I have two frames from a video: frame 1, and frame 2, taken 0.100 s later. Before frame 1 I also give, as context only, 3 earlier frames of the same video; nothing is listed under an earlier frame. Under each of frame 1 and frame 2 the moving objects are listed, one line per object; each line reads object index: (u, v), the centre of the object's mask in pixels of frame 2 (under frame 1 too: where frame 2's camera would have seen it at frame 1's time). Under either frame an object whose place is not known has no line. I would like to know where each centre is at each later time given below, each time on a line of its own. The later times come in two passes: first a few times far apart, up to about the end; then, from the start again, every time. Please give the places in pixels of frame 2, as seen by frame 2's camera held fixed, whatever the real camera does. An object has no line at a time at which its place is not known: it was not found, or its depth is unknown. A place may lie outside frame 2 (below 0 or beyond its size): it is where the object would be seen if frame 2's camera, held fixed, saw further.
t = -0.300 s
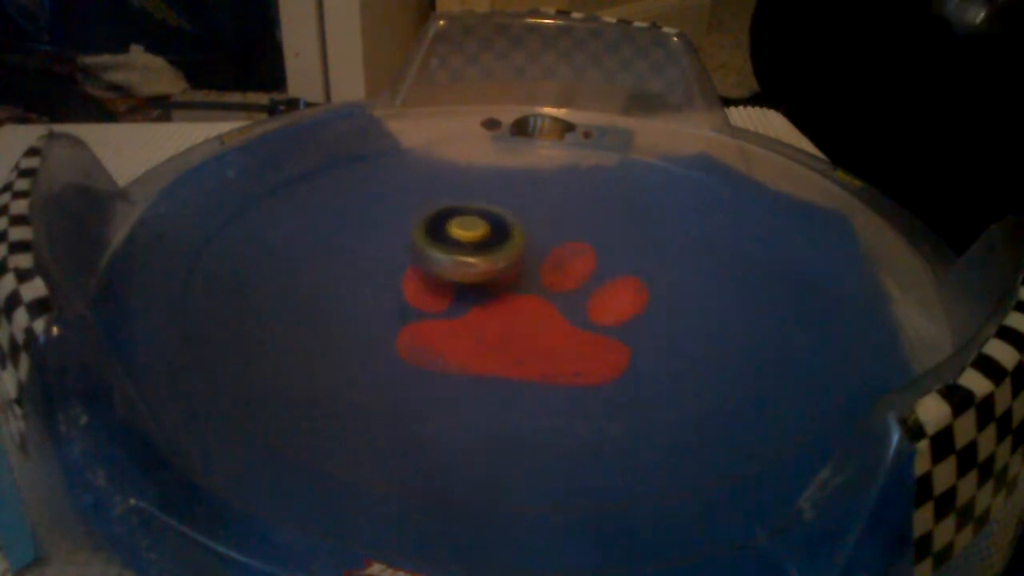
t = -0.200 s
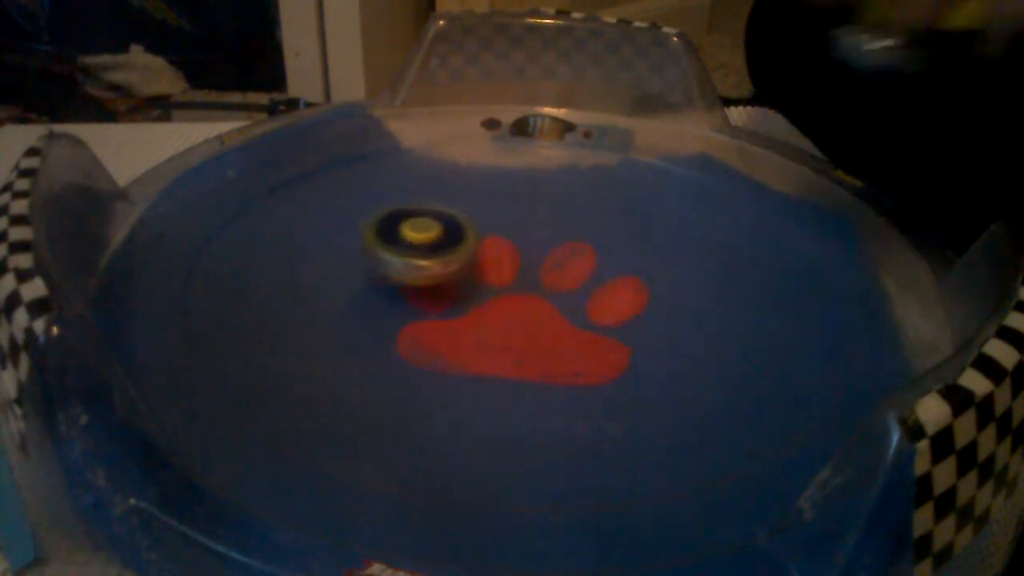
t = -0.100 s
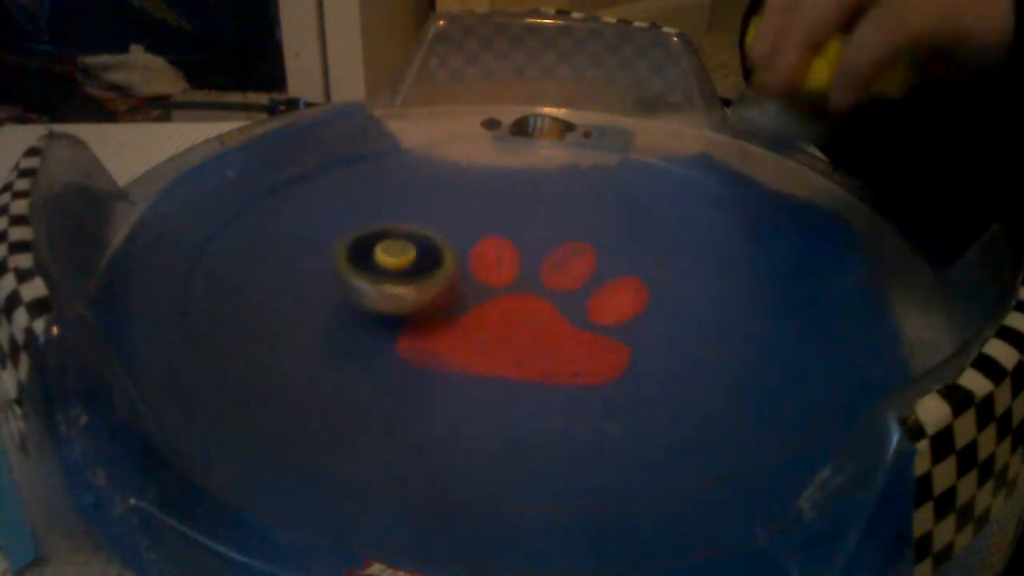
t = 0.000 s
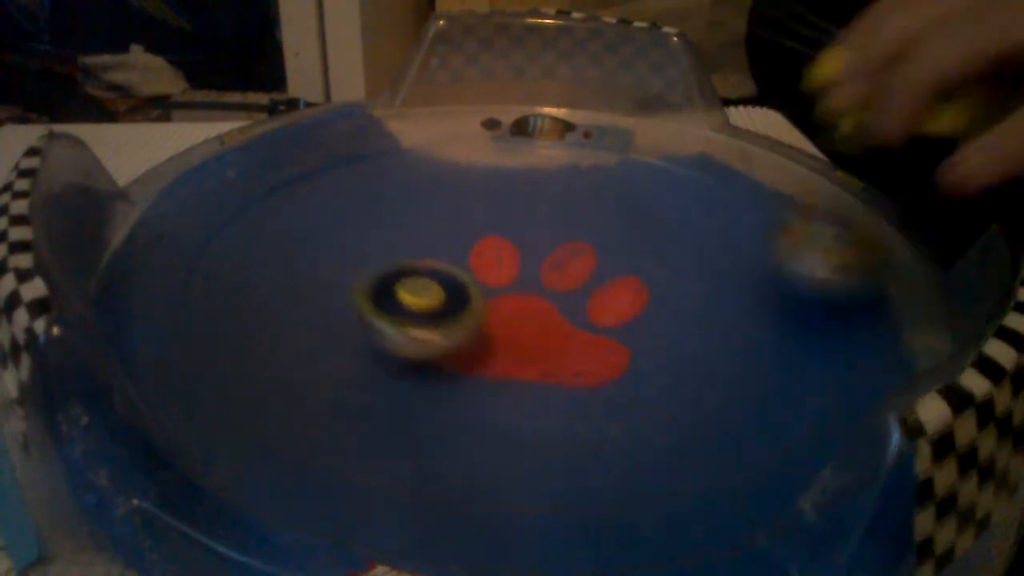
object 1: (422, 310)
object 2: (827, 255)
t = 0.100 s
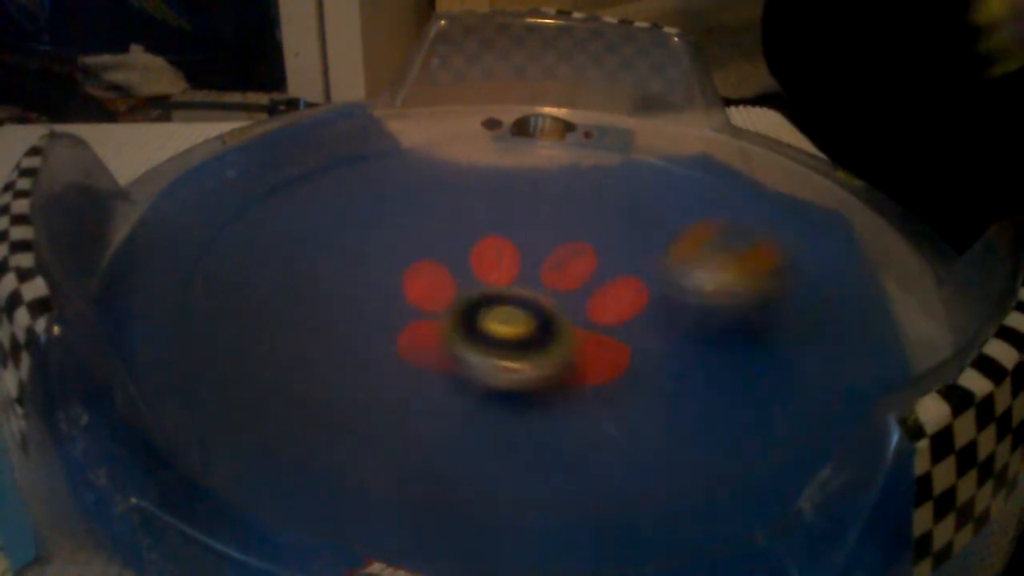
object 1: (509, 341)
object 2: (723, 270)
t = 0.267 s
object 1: (399, 366)
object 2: (647, 242)
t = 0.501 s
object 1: (388, 331)
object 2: (484, 161)
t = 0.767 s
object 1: (571, 262)
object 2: (241, 189)
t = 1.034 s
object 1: (535, 214)
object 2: (462, 413)
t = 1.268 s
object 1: (403, 234)
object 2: (871, 275)
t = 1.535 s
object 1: (483, 344)
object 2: (717, 104)
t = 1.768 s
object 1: (679, 296)
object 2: (532, 266)
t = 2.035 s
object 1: (605, 192)
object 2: (404, 380)
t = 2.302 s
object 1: (407, 206)
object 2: (653, 347)
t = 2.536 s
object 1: (413, 326)
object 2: (724, 196)
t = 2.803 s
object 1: (686, 329)
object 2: (429, 156)
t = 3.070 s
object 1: (672, 215)
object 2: (264, 383)
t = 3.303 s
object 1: (490, 195)
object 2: (806, 378)
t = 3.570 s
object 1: (393, 305)
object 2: (686, 146)
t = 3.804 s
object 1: (595, 371)
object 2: (328, 135)
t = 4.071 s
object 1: (712, 267)
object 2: (481, 453)
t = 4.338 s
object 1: (530, 205)
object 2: (802, 208)
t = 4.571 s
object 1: (376, 260)
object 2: (496, 122)
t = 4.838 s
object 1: (483, 370)
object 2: (208, 274)
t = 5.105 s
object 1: (685, 312)
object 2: (733, 421)
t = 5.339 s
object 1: (595, 220)
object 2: (789, 204)
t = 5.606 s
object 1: (398, 220)
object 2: (432, 139)
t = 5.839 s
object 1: (374, 317)
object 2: (187, 272)
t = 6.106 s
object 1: (615, 343)
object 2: (698, 434)
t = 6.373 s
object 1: (637, 234)
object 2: (782, 205)
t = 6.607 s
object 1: (459, 213)
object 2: (501, 112)
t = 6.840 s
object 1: (361, 301)
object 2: (235, 197)
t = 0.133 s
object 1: (544, 343)
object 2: (673, 301)
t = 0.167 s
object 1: (525, 349)
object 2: (662, 293)
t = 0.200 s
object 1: (478, 362)
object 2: (662, 276)
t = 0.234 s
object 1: (436, 366)
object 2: (657, 260)
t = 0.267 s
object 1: (399, 366)
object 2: (647, 242)
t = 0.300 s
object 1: (371, 365)
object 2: (633, 226)
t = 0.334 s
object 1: (351, 361)
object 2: (614, 212)
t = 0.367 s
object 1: (342, 355)
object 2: (592, 199)
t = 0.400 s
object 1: (343, 349)
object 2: (567, 186)
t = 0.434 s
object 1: (352, 343)
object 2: (540, 174)
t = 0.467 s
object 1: (365, 338)
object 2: (513, 167)
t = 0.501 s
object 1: (388, 331)
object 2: (484, 161)
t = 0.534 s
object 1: (412, 324)
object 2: (455, 153)
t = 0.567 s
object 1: (441, 316)
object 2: (423, 151)
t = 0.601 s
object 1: (469, 309)
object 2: (391, 150)
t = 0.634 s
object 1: (496, 301)
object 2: (359, 153)
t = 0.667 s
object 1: (522, 292)
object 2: (327, 158)
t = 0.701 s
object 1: (543, 282)
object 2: (297, 165)
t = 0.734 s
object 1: (559, 272)
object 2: (268, 175)
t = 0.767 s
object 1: (571, 262)
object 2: (241, 189)
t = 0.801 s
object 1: (580, 252)
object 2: (219, 208)
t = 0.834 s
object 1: (585, 243)
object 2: (207, 233)
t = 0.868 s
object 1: (586, 236)
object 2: (208, 263)
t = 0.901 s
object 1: (581, 229)
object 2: (226, 299)
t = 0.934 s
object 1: (575, 223)
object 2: (257, 335)
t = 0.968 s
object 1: (564, 219)
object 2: (310, 368)
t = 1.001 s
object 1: (551, 216)
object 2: (379, 396)
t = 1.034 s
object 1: (535, 214)
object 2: (462, 413)
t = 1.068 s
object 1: (518, 213)
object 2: (547, 419)
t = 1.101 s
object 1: (500, 212)
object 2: (632, 415)
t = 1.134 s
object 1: (481, 214)
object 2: (708, 397)
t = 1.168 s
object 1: (460, 216)
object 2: (772, 375)
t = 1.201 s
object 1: (441, 220)
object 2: (821, 345)
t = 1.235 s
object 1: (421, 226)
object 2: (858, 311)
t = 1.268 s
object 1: (403, 234)
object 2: (871, 275)
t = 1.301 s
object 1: (391, 245)
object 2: (865, 244)
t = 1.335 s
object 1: (382, 258)
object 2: (849, 212)
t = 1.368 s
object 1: (381, 275)
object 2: (828, 184)
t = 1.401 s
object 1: (387, 289)
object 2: (805, 155)
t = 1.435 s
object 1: (399, 304)
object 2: (780, 130)
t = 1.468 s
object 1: (422, 321)
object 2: (747, 109)
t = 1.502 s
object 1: (450, 334)
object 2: (732, 98)
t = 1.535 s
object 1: (483, 344)
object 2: (717, 104)
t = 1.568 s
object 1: (519, 348)
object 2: (700, 131)
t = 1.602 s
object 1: (554, 349)
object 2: (684, 147)
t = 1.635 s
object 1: (589, 346)
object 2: (657, 175)
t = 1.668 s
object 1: (619, 339)
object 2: (631, 198)
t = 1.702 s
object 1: (645, 325)
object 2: (599, 223)
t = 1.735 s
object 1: (662, 309)
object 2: (564, 245)
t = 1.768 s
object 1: (679, 296)
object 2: (532, 266)
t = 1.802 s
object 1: (687, 280)
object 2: (498, 286)
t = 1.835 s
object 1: (689, 264)
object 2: (466, 305)
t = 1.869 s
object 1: (685, 250)
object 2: (439, 320)
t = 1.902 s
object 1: (676, 235)
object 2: (418, 336)
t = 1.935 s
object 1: (664, 222)
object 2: (403, 350)
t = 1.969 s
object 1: (647, 211)
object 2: (395, 362)
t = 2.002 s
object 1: (627, 200)
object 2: (395, 372)
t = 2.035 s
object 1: (605, 192)
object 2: (404, 380)
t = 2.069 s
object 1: (583, 185)
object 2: (420, 386)
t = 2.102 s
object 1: (558, 181)
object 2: (443, 391)
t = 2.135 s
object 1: (532, 178)
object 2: (473, 392)
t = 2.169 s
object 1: (504, 178)
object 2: (508, 388)
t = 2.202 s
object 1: (478, 181)
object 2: (545, 383)
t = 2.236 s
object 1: (452, 187)
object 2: (580, 374)
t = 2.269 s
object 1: (427, 195)
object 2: (618, 362)
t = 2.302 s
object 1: (407, 206)
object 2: (653, 347)
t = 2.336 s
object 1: (389, 220)
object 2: (684, 329)
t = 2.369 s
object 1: (376, 233)
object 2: (712, 308)
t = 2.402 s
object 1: (370, 251)
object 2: (733, 284)
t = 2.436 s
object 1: (370, 269)
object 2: (743, 261)
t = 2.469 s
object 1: (377, 289)
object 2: (746, 236)
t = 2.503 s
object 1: (392, 307)
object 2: (739, 215)
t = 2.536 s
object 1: (413, 326)
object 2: (724, 196)
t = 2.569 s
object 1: (444, 341)
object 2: (703, 180)
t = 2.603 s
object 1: (481, 351)
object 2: (671, 165)
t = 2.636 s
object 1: (519, 356)
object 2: (639, 153)
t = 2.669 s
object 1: (558, 360)
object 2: (601, 145)
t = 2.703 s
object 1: (596, 359)
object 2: (559, 141)
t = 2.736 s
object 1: (631, 352)
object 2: (518, 142)
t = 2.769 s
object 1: (661, 341)
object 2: (475, 147)
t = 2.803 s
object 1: (686, 329)
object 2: (429, 156)
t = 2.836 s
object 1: (705, 315)
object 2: (385, 169)
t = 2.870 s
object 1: (717, 299)
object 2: (343, 185)
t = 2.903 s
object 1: (723, 283)
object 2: (305, 208)
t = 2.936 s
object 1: (723, 267)
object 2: (274, 234)
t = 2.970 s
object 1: (716, 252)
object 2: (251, 265)
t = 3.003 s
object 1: (706, 238)
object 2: (241, 300)
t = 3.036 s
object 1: (692, 226)
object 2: (244, 343)
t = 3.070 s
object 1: (672, 215)
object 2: (264, 383)
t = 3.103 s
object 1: (650, 204)
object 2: (322, 407)
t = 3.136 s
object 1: (627, 197)
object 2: (402, 435)
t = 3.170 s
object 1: (601, 193)
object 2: (499, 453)
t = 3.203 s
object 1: (572, 190)
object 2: (596, 451)
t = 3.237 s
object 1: (544, 189)
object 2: (680, 435)
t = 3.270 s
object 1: (517, 191)
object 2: (754, 411)
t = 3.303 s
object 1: (490, 195)
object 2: (806, 378)
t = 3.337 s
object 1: (464, 202)
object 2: (833, 343)
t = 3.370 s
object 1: (442, 212)
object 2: (850, 306)
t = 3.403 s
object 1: (421, 224)
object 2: (851, 269)
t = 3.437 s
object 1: (404, 237)
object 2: (832, 239)
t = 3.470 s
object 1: (390, 251)
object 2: (803, 209)
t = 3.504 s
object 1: (385, 269)
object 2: (767, 185)
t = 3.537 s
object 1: (385, 286)
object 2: (731, 164)
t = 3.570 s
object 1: (393, 305)
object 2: (686, 146)
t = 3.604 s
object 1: (406, 323)
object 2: (641, 132)
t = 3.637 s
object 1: (427, 340)
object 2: (593, 124)
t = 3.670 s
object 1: (455, 353)
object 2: (542, 120)
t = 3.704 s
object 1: (488, 361)
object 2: (492, 116)
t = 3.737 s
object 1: (524, 366)
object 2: (435, 117)
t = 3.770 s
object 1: (562, 370)
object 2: (382, 124)
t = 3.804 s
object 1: (595, 371)
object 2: (328, 135)
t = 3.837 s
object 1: (629, 365)
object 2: (277, 153)
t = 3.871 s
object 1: (659, 355)
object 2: (233, 183)
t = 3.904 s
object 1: (684, 344)
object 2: (199, 221)
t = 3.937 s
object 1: (705, 330)
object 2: (180, 266)
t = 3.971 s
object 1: (717, 314)
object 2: (202, 324)
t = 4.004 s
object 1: (722, 299)
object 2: (258, 381)
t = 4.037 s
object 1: (720, 283)
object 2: (353, 426)
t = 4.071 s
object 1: (712, 267)
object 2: (481, 453)
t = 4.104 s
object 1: (701, 254)
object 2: (607, 452)
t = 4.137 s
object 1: (685, 241)
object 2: (714, 431)
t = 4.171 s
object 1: (663, 231)
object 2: (785, 395)
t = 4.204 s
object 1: (641, 221)
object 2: (832, 354)
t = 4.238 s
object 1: (615, 215)
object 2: (853, 310)
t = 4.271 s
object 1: (587, 210)
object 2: (848, 271)
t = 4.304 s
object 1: (559, 206)
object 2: (829, 237)
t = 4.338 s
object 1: (530, 205)
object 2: (802, 208)
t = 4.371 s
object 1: (503, 206)
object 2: (764, 182)
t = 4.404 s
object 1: (475, 210)
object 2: (721, 160)
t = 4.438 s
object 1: (450, 215)
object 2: (679, 142)
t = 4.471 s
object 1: (427, 224)
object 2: (630, 133)
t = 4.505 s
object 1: (407, 235)
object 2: (589, 128)
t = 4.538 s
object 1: (388, 246)
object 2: (541, 124)
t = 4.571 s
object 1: (376, 260)
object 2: (496, 122)
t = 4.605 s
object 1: (369, 274)
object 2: (450, 127)
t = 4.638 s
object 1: (367, 288)
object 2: (405, 134)
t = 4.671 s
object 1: (370, 305)
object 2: (362, 145)
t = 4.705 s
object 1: (381, 321)
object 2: (322, 162)
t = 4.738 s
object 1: (397, 337)
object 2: (285, 184)
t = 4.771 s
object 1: (422, 351)
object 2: (253, 208)
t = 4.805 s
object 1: (451, 363)
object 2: (227, 238)
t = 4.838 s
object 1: (483, 370)
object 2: (208, 274)
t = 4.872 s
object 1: (519, 374)
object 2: (201, 311)
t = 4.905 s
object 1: (556, 375)
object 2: (226, 352)
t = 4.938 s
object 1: (588, 374)
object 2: (283, 393)
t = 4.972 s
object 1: (618, 365)
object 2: (362, 429)
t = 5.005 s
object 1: (644, 356)
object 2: (462, 449)
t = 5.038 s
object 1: (665, 343)
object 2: (564, 455)
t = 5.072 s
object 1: (679, 327)
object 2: (659, 443)
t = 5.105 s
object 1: (685, 312)
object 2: (733, 421)
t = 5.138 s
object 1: (688, 296)
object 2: (790, 391)
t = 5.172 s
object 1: (682, 280)
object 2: (829, 356)
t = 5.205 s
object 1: (673, 265)
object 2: (851, 322)
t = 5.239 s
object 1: (659, 252)
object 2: (851, 286)
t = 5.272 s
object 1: (639, 240)
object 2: (837, 255)
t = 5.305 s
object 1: (618, 229)
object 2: (816, 227)
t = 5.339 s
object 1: (595, 220)
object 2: (789, 204)
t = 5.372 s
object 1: (570, 214)
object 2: (754, 183)
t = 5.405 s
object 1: (544, 210)
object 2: (718, 167)
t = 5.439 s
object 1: (518, 206)
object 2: (673, 152)
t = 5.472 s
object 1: (492, 205)
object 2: (628, 142)
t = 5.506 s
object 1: (466, 206)
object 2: (582, 138)
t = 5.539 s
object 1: (443, 208)
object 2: (532, 135)
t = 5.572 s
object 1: (420, 215)
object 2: (486, 136)
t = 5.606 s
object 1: (398, 220)
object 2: (432, 139)
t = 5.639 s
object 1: (381, 229)
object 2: (383, 147)
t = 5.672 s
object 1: (364, 241)
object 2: (341, 157)
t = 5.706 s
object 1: (355, 254)
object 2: (297, 173)
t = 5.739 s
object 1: (350, 268)
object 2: (259, 191)
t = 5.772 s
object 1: (357, 286)
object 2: (225, 214)
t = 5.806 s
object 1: (360, 302)
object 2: (195, 242)
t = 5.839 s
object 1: (374, 317)
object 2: (187, 272)
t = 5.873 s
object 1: (394, 333)
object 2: (211, 315)
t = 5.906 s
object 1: (419, 347)
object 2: (247, 355)
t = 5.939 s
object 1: (451, 355)
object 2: (292, 397)
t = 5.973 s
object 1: (486, 359)
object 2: (363, 425)
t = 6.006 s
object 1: (523, 357)
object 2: (443, 445)
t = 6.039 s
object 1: (559, 353)
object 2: (534, 454)
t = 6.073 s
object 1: (588, 348)
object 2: (619, 448)
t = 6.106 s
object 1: (615, 343)
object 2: (698, 434)
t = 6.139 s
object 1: (639, 333)
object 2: (757, 409)
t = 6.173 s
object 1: (655, 320)
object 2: (800, 380)
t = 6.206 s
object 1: (668, 305)
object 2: (830, 347)
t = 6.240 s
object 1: (673, 288)
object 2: (845, 315)
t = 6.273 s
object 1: (669, 274)
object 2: (842, 283)
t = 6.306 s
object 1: (662, 259)
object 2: (831, 253)
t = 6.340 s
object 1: (652, 246)
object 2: (810, 228)
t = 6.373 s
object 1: (637, 234)
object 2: (782, 205)
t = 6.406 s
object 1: (620, 223)
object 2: (746, 182)
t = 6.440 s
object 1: (601, 214)
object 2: (709, 166)
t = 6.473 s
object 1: (581, 205)
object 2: (663, 151)
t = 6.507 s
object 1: (558, 199)
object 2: (620, 140)
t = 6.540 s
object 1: (530, 198)
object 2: (579, 133)
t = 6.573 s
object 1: (495, 205)
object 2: (539, 117)
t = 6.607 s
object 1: (459, 213)
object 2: (501, 112)
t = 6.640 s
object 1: (427, 220)
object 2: (461, 118)
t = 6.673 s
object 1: (397, 228)
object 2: (416, 124)
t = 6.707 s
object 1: (374, 238)
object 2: (373, 131)
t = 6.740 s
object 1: (359, 252)
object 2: (332, 137)
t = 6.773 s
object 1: (349, 267)
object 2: (295, 150)
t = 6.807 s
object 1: (349, 283)
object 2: (263, 174)
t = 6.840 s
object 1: (361, 301)
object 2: (235, 197)
